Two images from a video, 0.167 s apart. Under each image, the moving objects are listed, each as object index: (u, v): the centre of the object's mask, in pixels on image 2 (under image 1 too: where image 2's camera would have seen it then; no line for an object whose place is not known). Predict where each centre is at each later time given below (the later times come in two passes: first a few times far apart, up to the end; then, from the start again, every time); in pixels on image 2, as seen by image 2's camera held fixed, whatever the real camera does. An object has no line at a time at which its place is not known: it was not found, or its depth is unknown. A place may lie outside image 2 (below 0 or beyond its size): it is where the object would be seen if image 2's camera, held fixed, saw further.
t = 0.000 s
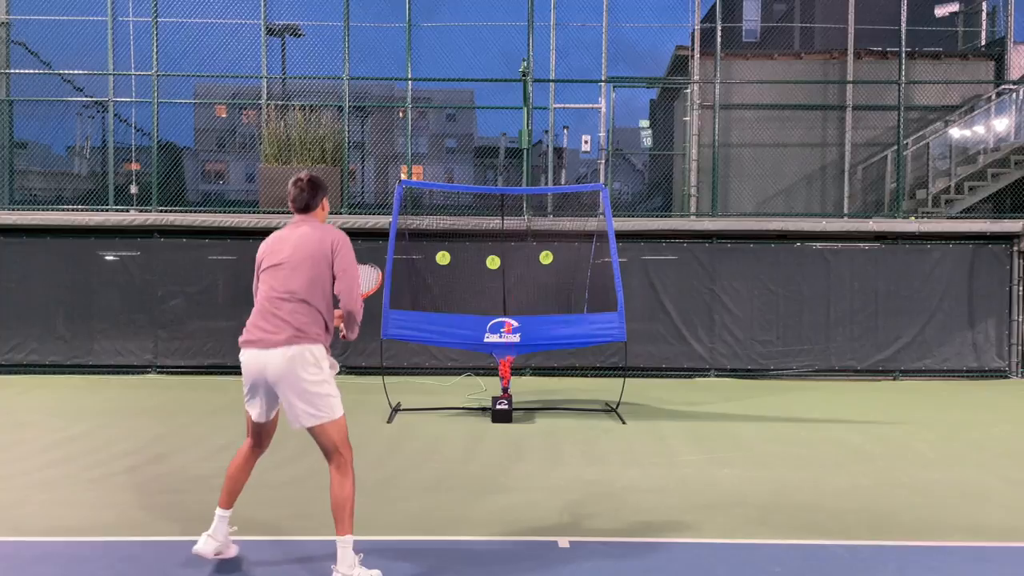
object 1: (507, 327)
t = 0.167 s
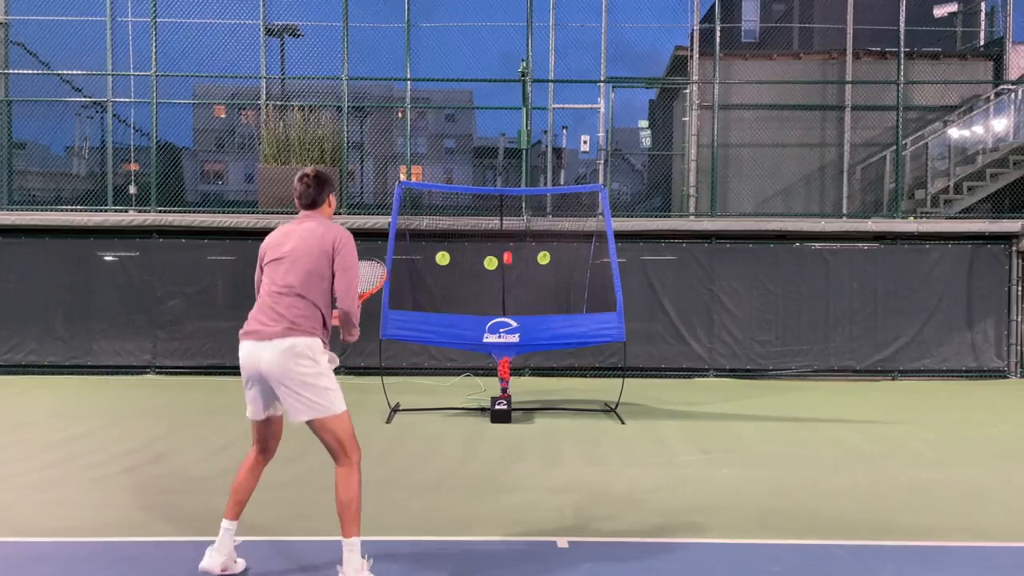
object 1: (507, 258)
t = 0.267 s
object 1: (507, 228)
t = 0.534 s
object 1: (504, 206)
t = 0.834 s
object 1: (497, 305)
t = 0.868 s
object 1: (495, 325)
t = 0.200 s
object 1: (507, 247)
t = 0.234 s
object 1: (507, 237)
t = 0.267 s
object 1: (507, 228)
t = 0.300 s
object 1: (506, 221)
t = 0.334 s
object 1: (506, 215)
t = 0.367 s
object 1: (506, 210)
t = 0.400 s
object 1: (505, 205)
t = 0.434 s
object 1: (505, 205)
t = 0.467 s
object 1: (505, 204)
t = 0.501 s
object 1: (504, 205)
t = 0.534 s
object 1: (504, 206)
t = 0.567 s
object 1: (503, 210)
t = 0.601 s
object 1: (503, 215)
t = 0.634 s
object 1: (502, 223)
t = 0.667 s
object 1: (501, 232)
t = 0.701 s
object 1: (500, 243)
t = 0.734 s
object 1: (500, 255)
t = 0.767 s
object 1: (499, 270)
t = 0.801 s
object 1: (498, 286)
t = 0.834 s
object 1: (497, 305)
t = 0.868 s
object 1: (495, 325)
